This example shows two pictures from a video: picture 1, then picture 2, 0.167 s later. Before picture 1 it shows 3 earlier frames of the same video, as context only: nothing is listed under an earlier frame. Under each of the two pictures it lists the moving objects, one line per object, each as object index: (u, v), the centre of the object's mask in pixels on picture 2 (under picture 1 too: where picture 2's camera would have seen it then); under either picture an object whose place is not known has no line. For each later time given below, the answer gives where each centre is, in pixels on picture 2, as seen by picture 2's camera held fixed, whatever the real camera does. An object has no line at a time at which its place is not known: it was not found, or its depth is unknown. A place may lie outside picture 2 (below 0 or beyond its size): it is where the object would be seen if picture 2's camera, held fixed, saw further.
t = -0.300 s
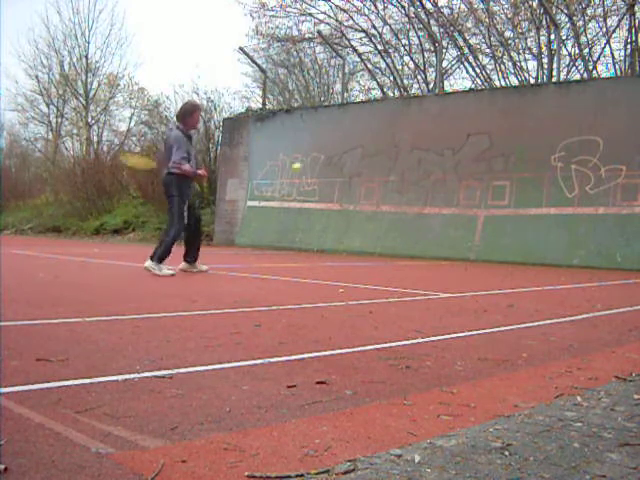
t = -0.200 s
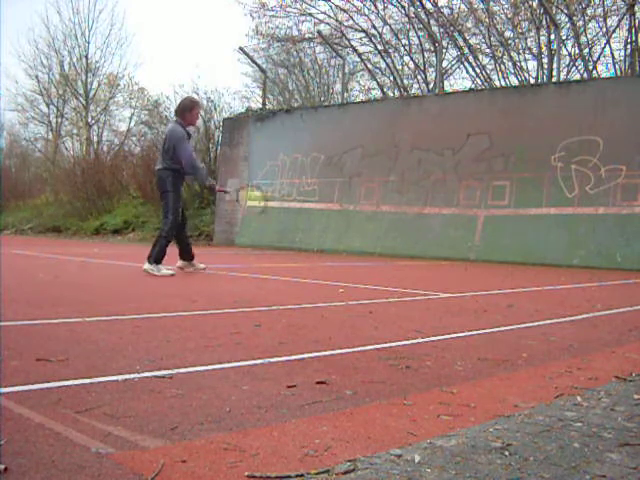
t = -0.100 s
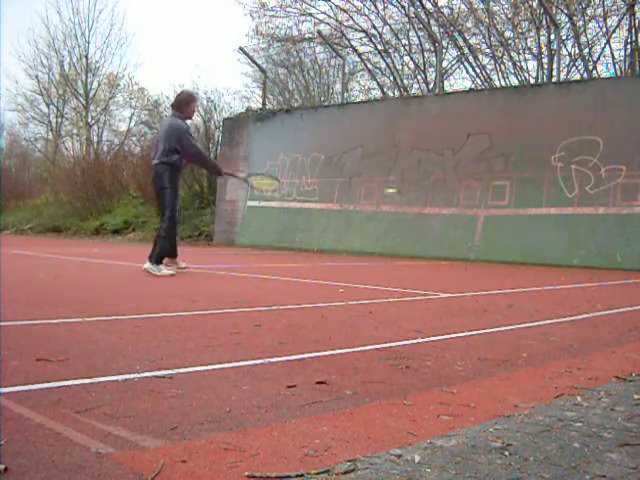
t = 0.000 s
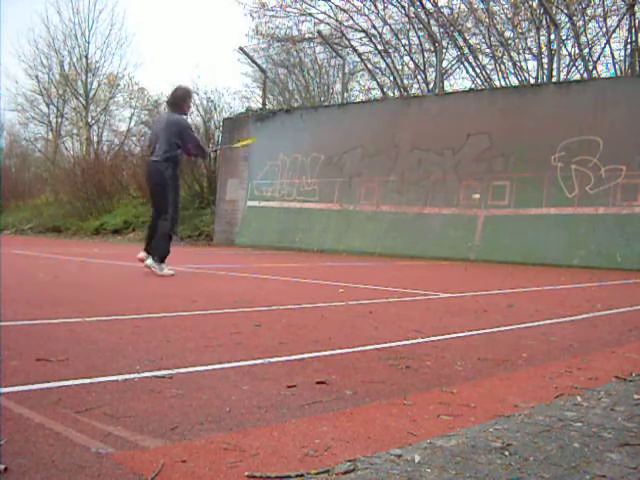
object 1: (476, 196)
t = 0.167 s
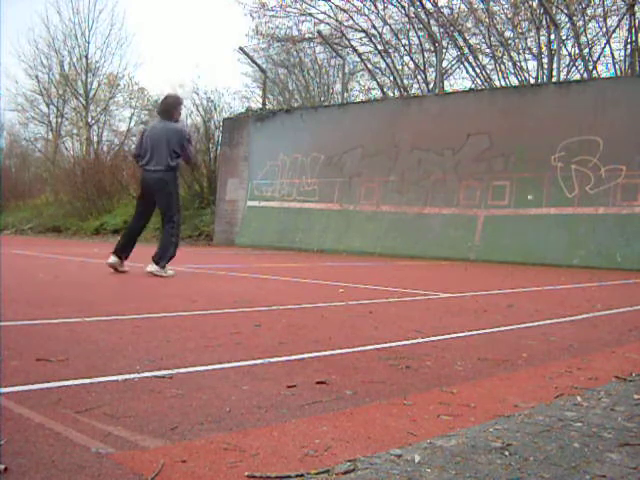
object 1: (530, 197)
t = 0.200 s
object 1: (516, 188)
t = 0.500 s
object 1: (381, 137)
